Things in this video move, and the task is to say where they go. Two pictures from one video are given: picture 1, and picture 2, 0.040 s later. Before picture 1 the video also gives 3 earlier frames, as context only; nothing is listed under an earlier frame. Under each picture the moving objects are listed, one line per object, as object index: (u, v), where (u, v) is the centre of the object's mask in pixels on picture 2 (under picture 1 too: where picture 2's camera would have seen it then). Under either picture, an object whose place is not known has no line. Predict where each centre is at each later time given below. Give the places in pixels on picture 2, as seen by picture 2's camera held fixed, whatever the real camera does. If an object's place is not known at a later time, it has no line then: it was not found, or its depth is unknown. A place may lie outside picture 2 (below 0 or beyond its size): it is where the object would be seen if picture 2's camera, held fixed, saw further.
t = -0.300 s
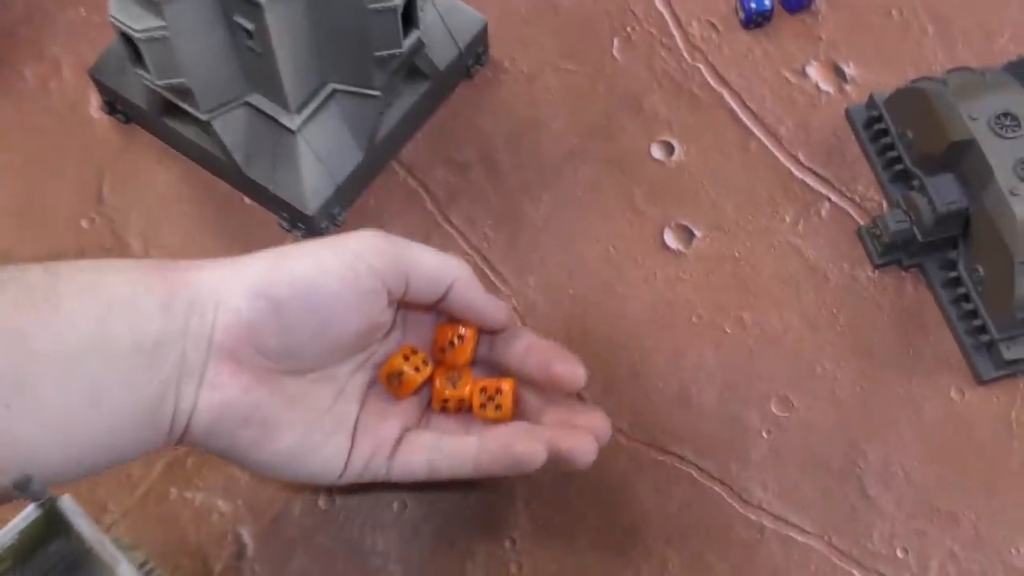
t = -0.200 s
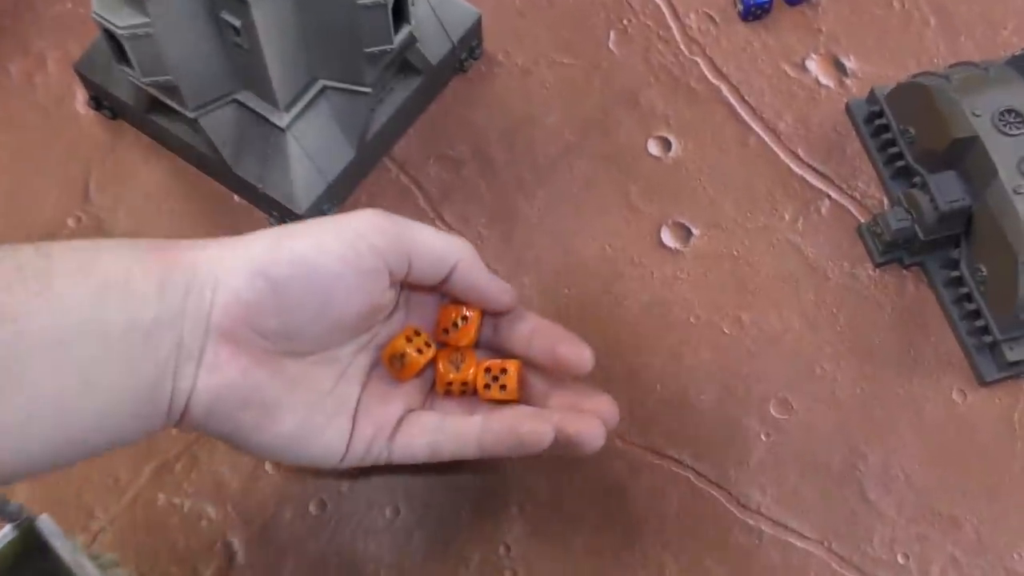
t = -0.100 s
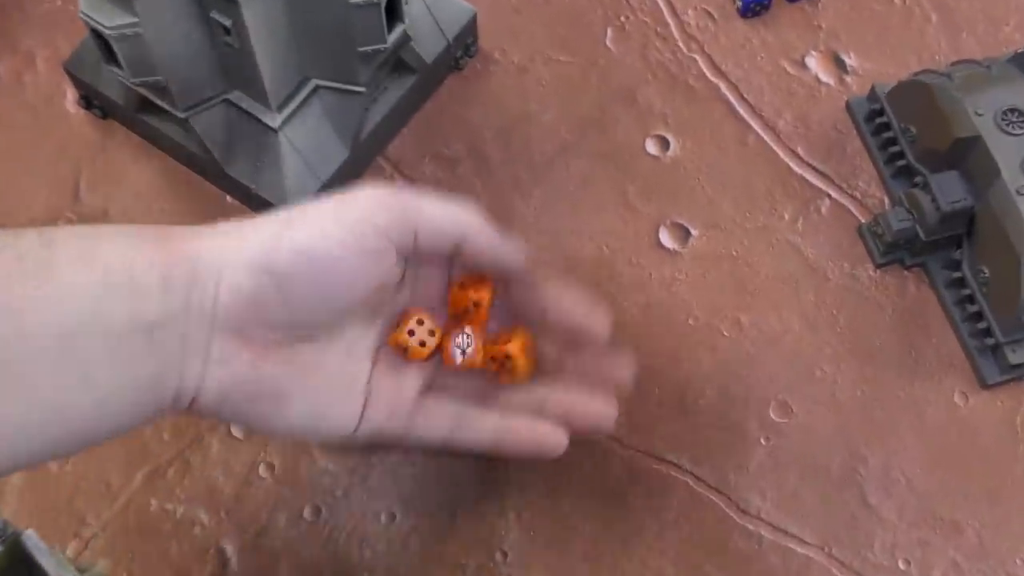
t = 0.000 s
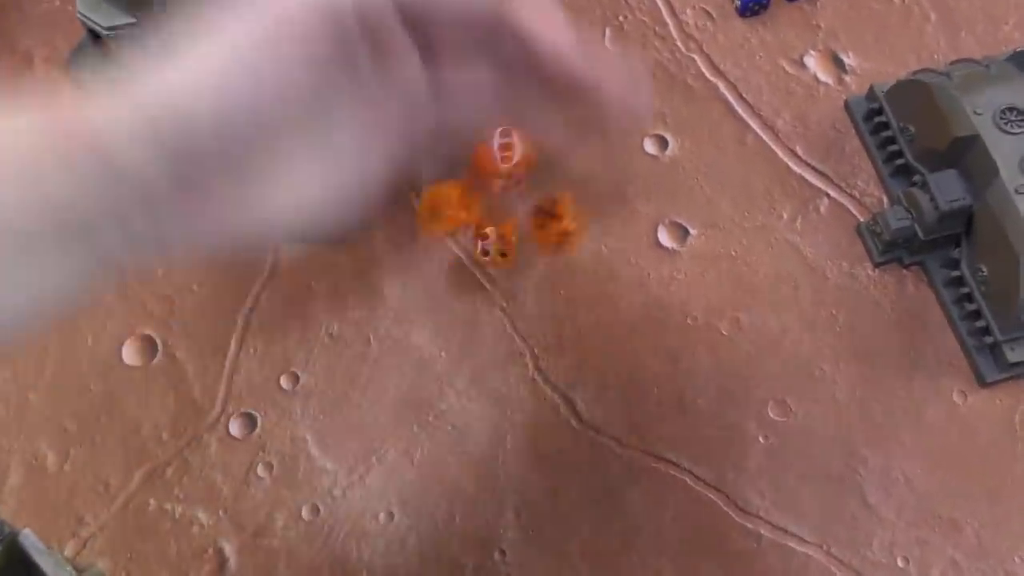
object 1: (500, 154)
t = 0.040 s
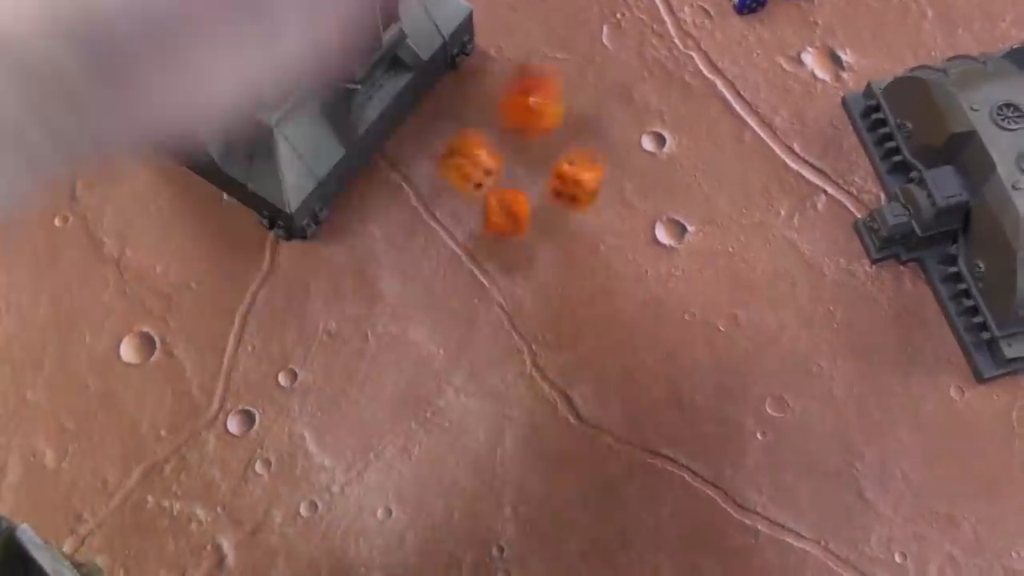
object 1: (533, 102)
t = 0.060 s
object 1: (553, 81)
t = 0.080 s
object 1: (572, 65)
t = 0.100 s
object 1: (588, 60)
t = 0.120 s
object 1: (605, 59)
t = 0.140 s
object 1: (623, 68)
